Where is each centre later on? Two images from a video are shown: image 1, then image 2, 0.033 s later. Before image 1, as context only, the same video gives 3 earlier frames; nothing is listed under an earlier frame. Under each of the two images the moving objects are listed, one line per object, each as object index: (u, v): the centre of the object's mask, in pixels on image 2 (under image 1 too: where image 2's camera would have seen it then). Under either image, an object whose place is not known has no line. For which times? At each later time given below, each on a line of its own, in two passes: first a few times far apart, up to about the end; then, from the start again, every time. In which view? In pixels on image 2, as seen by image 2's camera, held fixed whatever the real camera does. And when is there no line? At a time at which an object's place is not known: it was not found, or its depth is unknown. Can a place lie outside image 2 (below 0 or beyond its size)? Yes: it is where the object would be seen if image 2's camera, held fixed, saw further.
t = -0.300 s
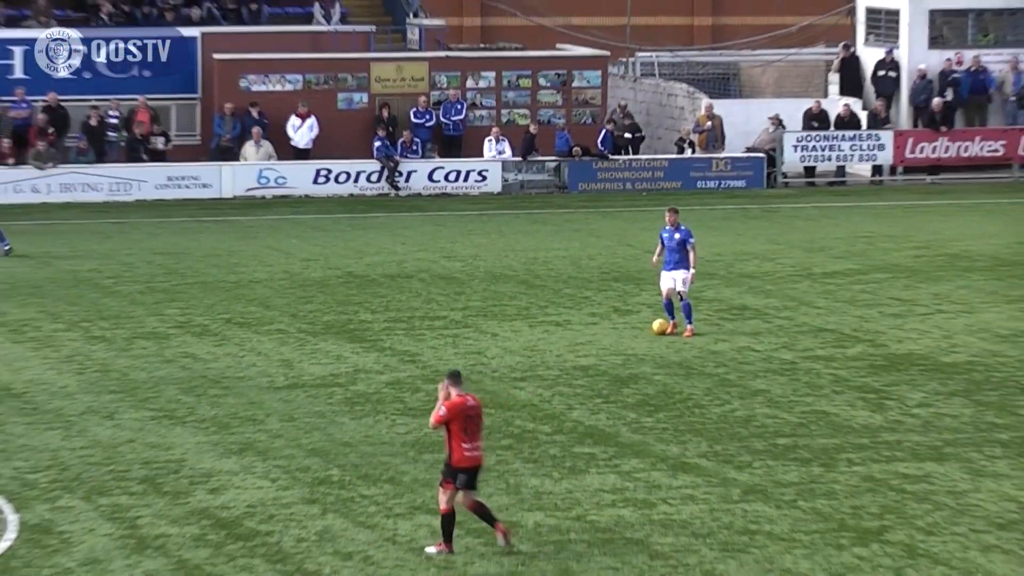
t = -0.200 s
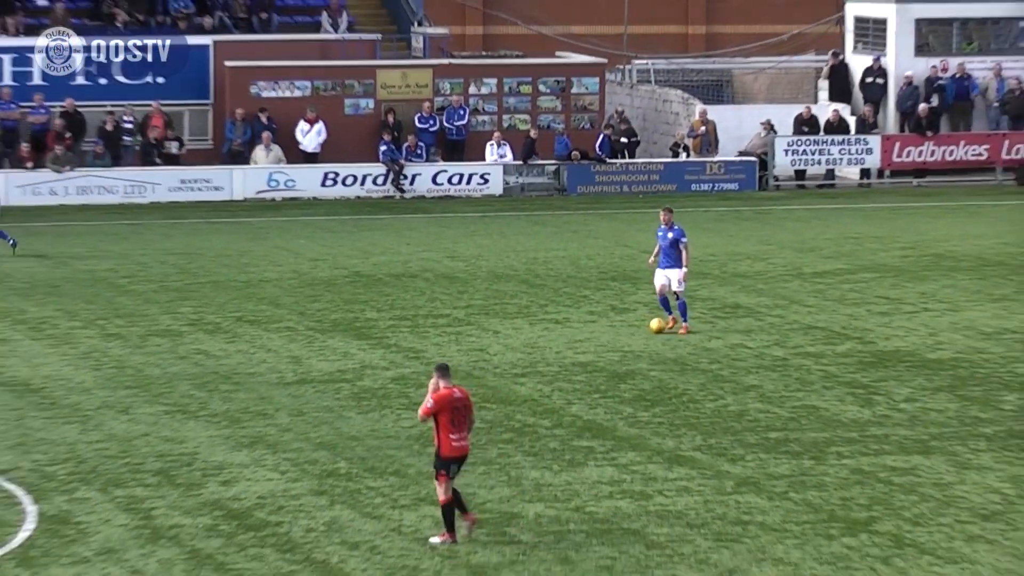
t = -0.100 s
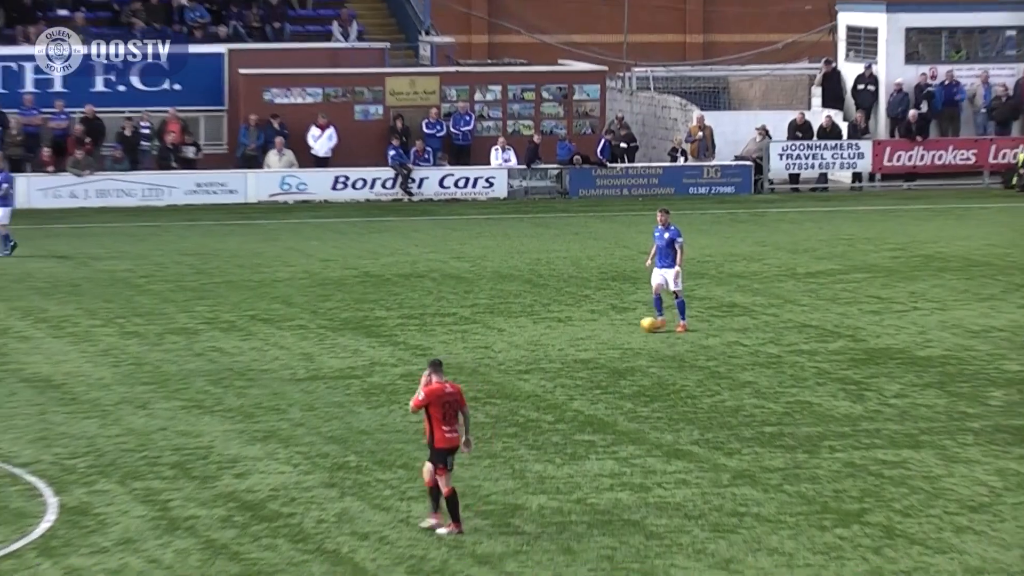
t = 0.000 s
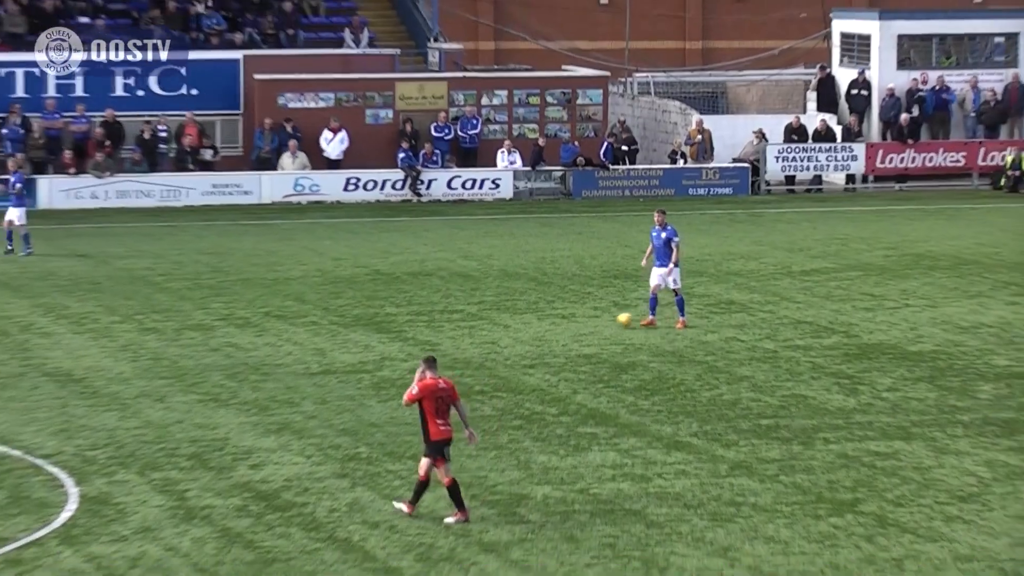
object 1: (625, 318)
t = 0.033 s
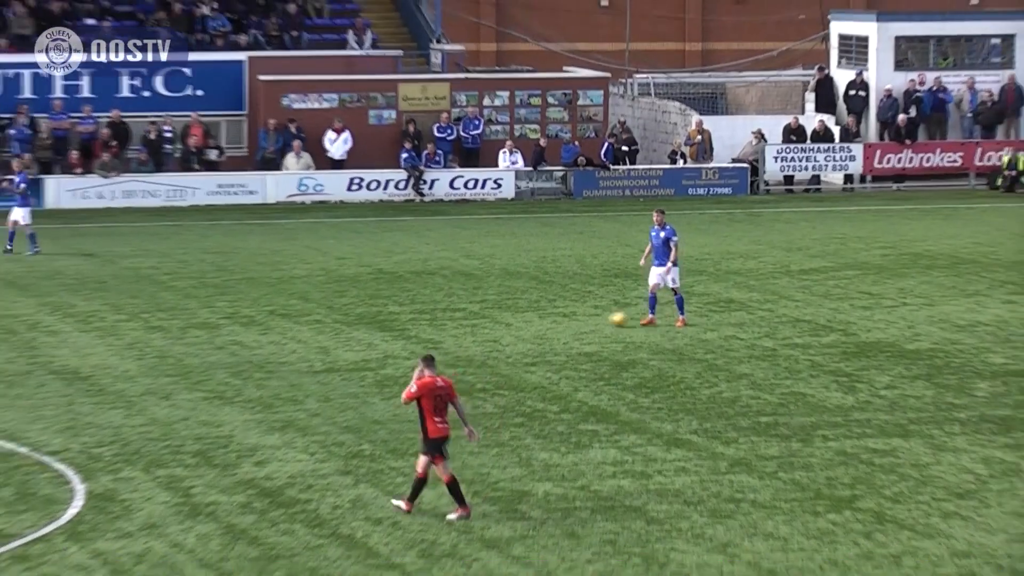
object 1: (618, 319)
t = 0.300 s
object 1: (574, 321)
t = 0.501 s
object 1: (550, 323)
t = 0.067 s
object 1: (611, 321)
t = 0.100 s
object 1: (604, 320)
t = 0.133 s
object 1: (598, 320)
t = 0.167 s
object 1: (593, 321)
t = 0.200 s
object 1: (587, 321)
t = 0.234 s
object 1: (583, 320)
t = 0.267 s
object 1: (579, 321)
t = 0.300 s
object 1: (574, 321)
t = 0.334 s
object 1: (570, 322)
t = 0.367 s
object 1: (566, 322)
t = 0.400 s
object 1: (562, 322)
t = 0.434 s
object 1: (558, 322)
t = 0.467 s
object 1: (554, 323)
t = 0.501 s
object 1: (550, 323)
